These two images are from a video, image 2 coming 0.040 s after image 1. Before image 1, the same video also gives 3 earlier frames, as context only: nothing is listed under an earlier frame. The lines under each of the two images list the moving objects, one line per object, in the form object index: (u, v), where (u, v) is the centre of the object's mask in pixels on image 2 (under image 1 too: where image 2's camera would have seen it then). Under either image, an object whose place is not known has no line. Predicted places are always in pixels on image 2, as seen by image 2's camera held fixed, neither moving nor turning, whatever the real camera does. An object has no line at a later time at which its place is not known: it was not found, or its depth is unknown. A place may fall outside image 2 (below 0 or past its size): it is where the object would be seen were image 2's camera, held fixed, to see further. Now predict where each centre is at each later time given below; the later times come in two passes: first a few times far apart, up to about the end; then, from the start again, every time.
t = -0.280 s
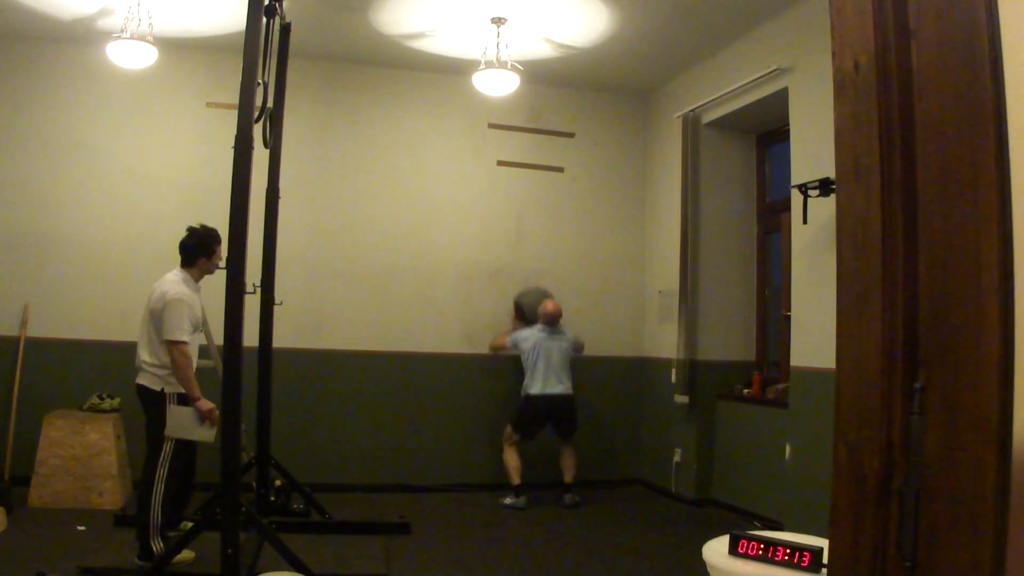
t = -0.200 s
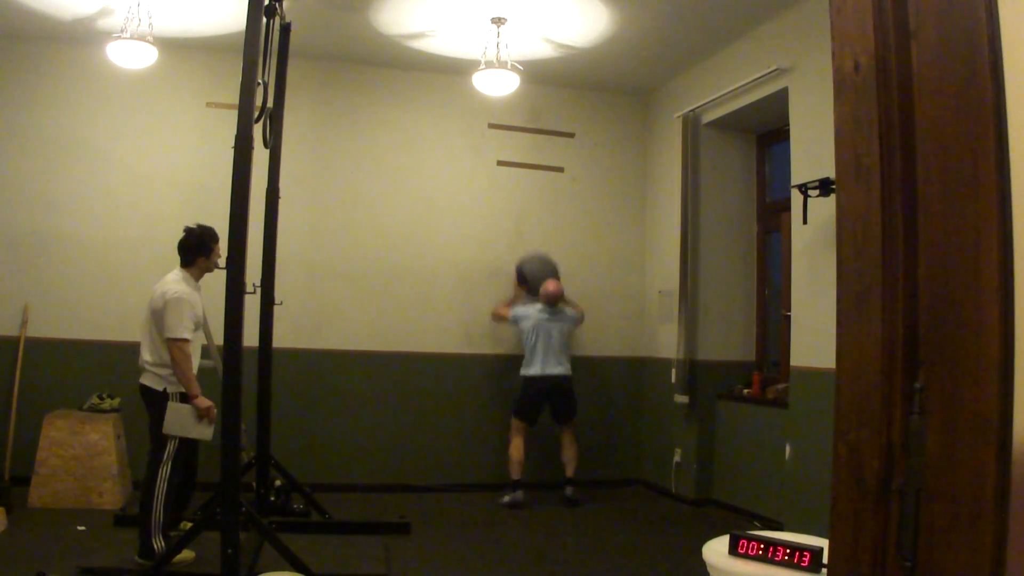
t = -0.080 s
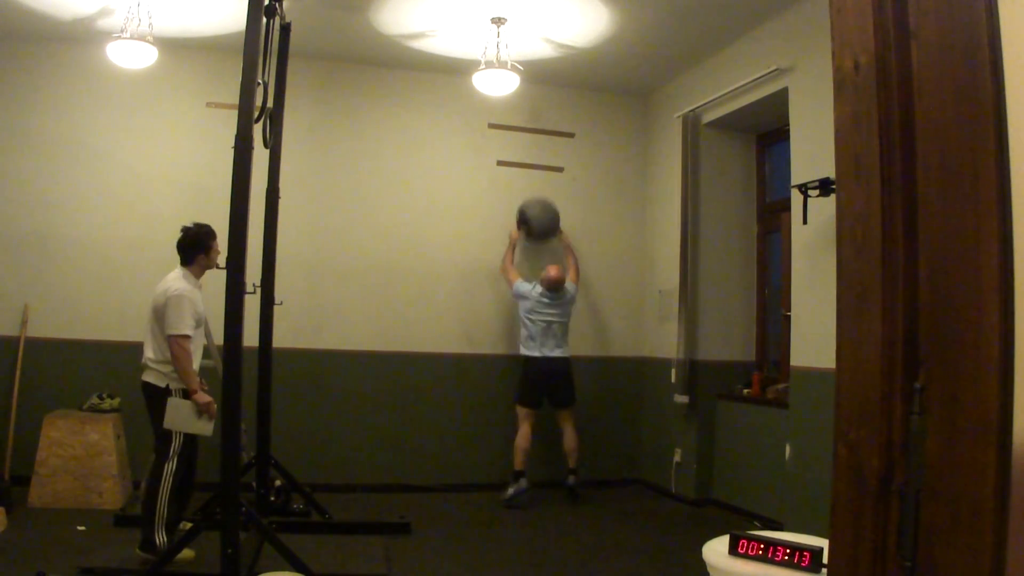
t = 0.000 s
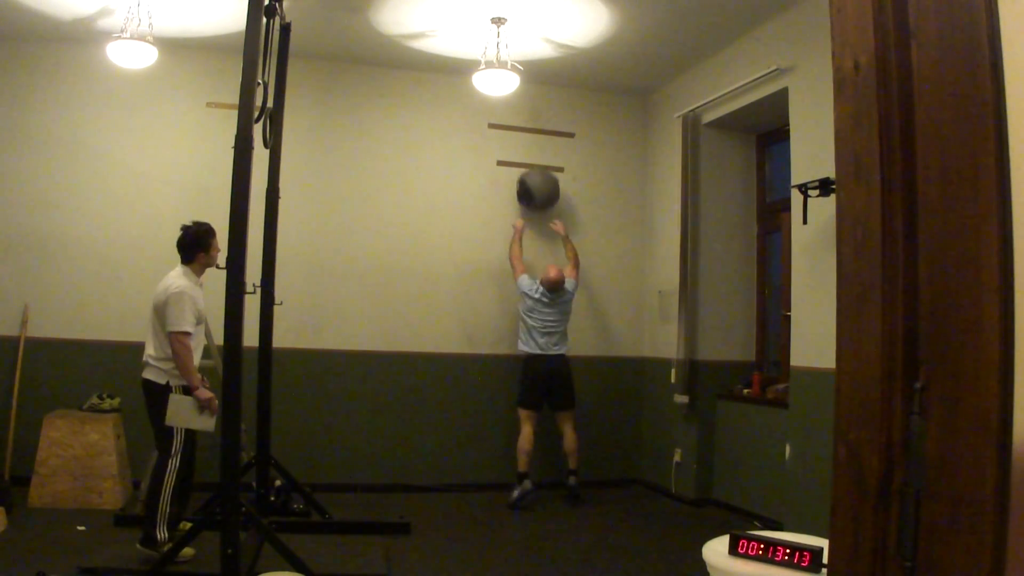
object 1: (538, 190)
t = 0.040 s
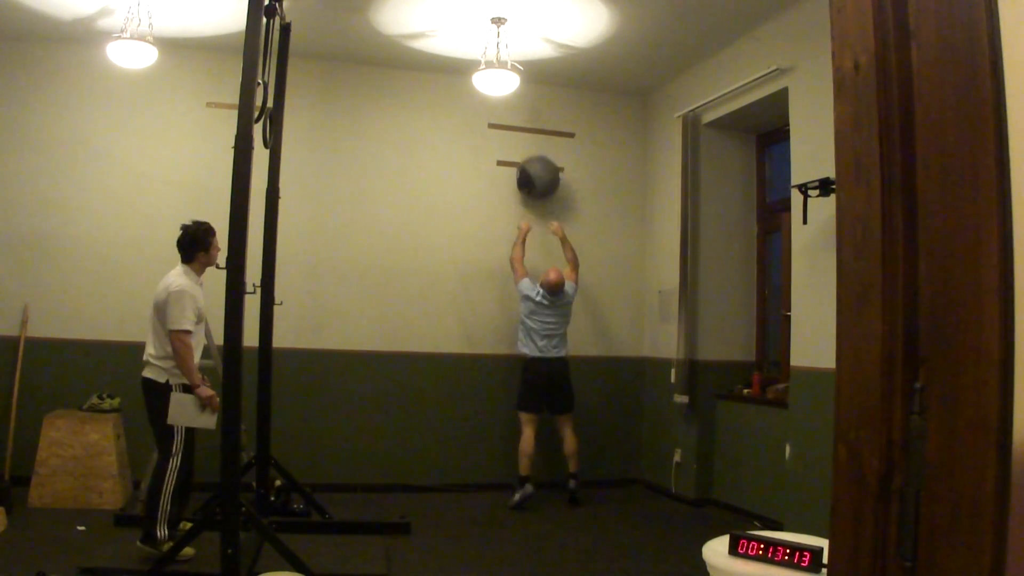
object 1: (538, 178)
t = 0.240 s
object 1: (538, 148)
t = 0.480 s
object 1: (542, 174)
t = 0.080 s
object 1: (537, 168)
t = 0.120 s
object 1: (537, 159)
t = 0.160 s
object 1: (537, 153)
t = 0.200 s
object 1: (538, 150)
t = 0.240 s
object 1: (538, 148)
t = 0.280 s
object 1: (539, 148)
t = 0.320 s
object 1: (539, 149)
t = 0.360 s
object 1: (540, 151)
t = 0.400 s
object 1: (541, 157)
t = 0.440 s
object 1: (542, 164)
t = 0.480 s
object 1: (542, 174)
